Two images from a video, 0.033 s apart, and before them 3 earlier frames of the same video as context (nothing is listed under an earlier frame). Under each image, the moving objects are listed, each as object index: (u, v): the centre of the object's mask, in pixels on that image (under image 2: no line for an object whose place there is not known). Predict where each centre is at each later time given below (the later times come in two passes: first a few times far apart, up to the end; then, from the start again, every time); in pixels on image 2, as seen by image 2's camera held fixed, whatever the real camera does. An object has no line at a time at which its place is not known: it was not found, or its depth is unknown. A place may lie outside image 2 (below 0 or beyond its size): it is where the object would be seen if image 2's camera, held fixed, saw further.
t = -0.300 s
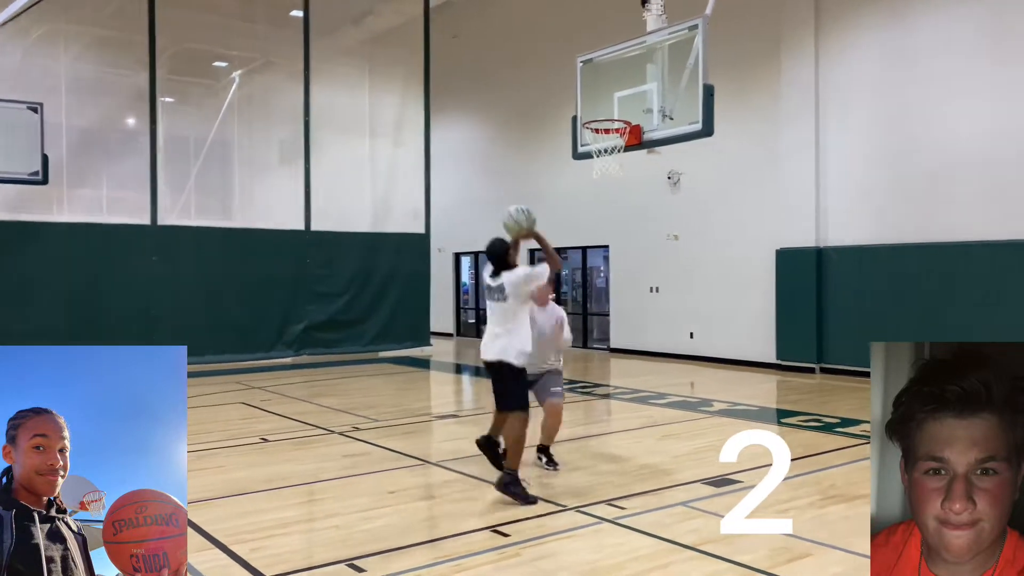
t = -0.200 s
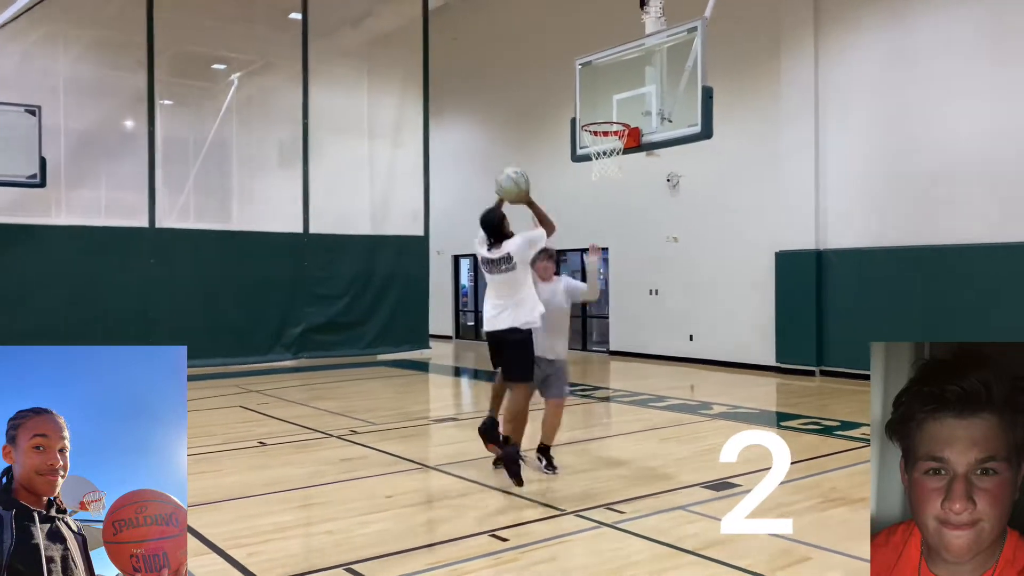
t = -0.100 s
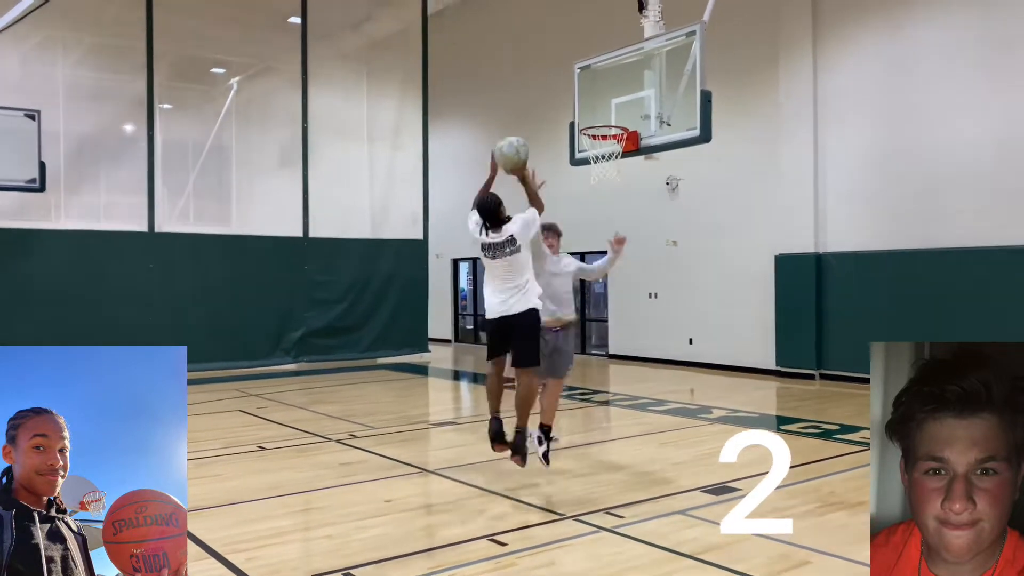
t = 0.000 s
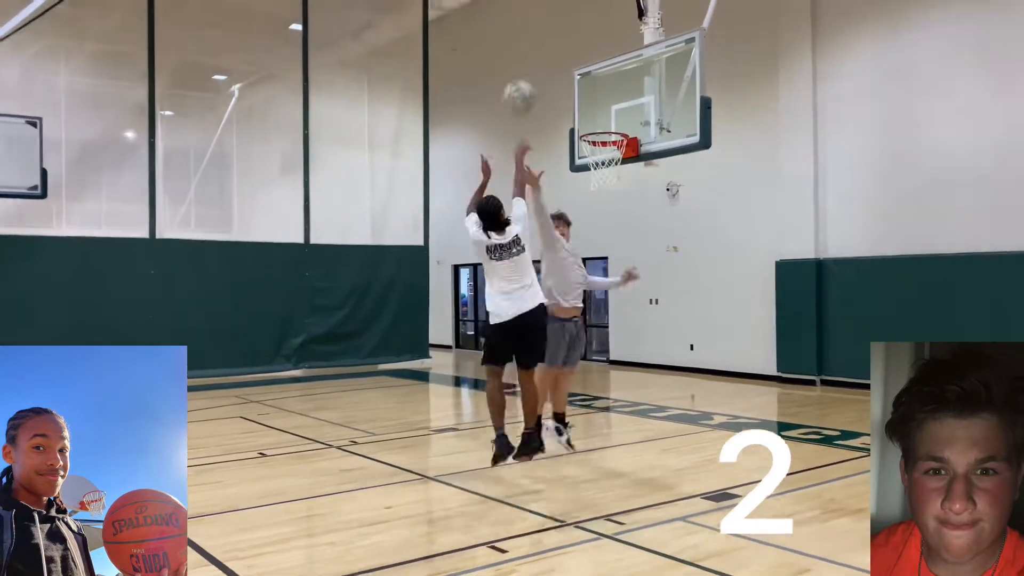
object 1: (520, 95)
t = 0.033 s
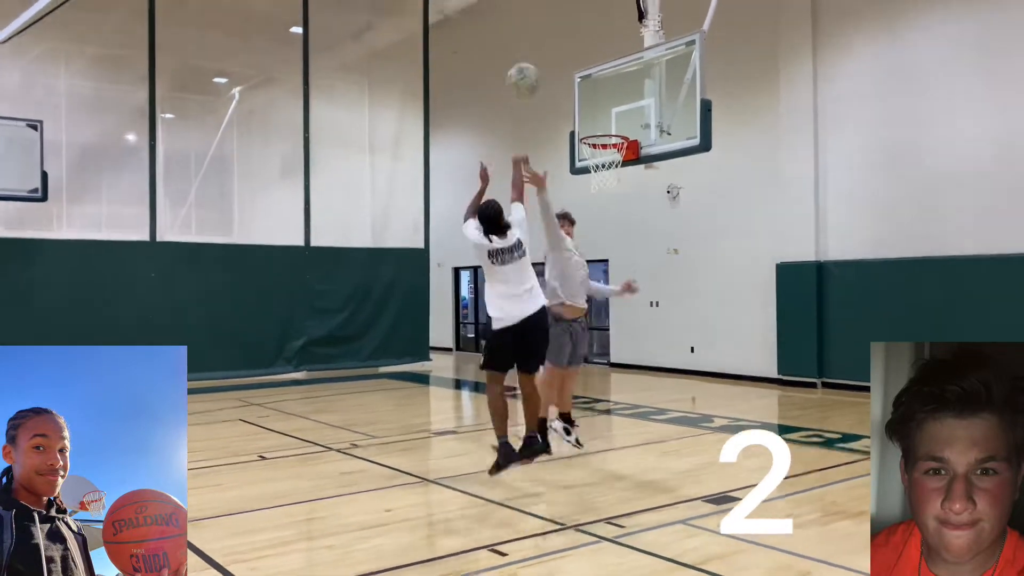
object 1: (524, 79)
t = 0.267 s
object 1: (545, -10)
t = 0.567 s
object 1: (570, -15)
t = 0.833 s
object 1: (587, 63)
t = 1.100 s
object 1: (604, 175)
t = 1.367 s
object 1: (613, 223)
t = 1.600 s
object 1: (624, 319)
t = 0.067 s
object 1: (527, 58)
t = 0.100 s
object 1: (532, 41)
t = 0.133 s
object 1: (536, 28)
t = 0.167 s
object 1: (539, 17)
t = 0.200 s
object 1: (540, 7)
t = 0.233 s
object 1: (543, -2)
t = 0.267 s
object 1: (545, -10)
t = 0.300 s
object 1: (547, -16)
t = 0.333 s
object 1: (549, -19)
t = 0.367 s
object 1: (554, -22)
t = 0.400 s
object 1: (556, -23)
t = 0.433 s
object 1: (559, -23)
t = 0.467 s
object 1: (560, -22)
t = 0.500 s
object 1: (563, -20)
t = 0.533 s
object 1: (563, -20)
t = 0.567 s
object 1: (570, -15)
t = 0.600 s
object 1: (573, -9)
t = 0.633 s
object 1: (574, -1)
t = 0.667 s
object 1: (577, 8)
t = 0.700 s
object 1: (579, 18)
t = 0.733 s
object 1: (581, 28)
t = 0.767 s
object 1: (583, 39)
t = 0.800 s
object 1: (585, 50)
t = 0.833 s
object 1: (587, 63)
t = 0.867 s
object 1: (589, 76)
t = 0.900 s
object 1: (590, 91)
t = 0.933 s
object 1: (593, 107)
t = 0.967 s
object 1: (595, 123)
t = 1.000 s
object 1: (599, 140)
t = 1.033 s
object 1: (600, 156)
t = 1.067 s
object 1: (603, 170)
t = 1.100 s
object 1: (604, 175)
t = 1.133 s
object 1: (604, 177)
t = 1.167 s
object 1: (605, 181)
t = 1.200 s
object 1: (606, 185)
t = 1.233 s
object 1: (607, 191)
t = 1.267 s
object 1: (608, 197)
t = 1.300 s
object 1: (610, 205)
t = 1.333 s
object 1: (611, 213)
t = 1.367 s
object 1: (613, 223)
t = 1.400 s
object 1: (614, 233)
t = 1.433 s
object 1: (616, 246)
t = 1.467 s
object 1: (618, 258)
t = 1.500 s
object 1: (619, 271)
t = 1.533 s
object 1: (621, 286)
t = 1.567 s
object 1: (622, 303)
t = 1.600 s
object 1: (624, 319)
